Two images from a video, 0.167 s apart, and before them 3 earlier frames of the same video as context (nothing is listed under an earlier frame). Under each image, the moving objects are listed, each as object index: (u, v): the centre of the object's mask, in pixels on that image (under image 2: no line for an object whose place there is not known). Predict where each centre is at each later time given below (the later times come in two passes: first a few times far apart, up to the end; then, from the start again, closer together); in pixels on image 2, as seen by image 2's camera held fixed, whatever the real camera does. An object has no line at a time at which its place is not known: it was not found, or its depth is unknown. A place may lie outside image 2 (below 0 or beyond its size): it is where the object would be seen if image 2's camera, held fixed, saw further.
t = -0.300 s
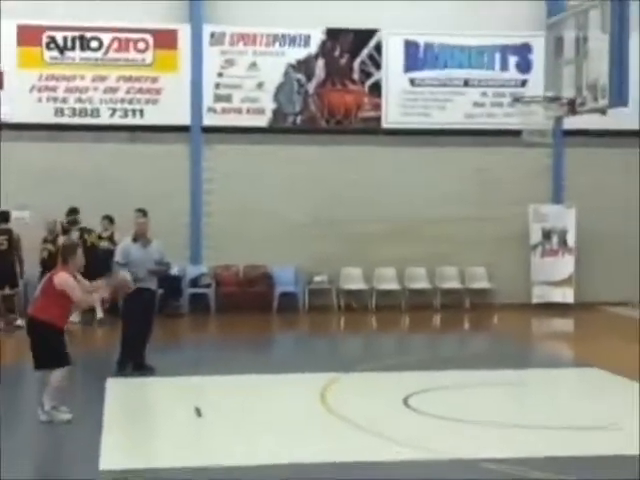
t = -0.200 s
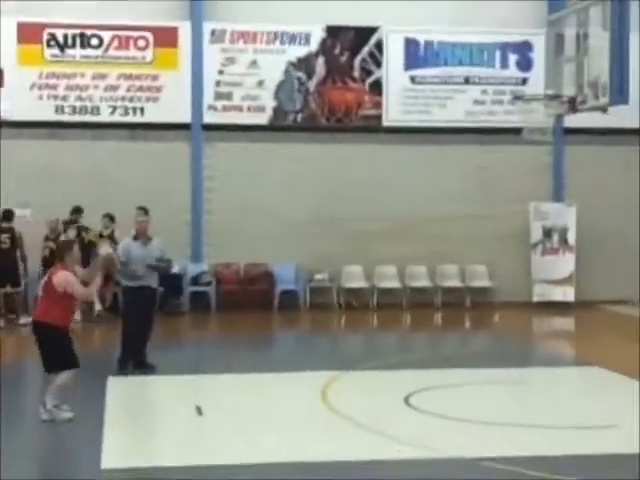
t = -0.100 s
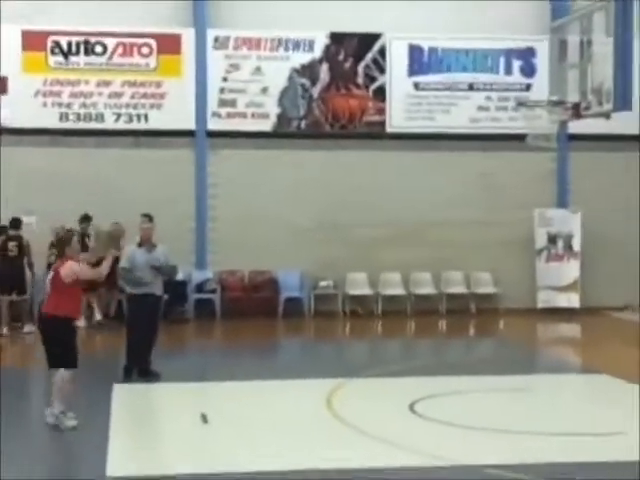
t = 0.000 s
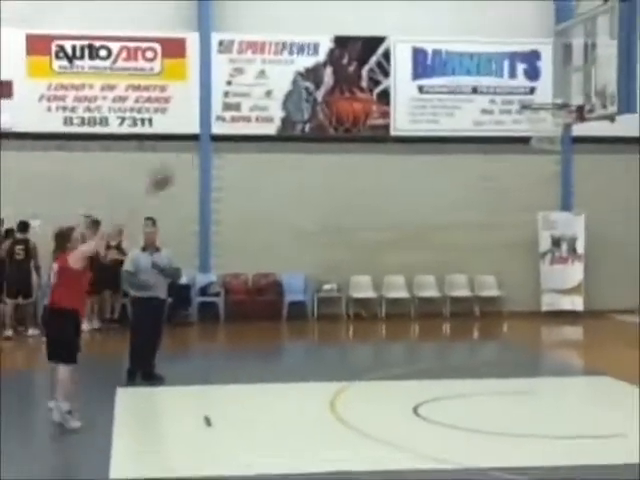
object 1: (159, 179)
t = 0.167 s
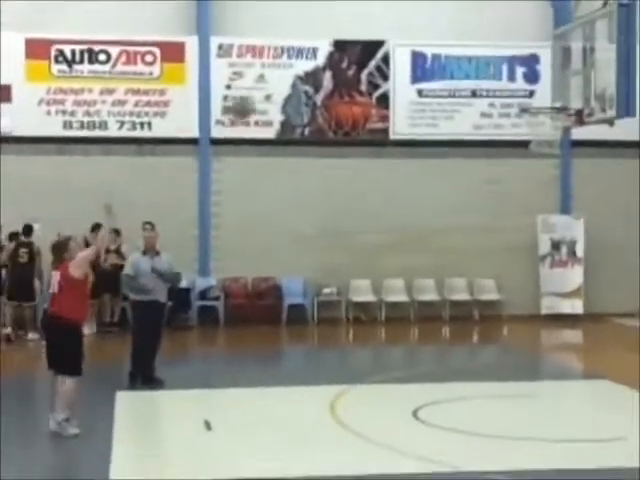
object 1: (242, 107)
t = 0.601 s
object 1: (443, 49)
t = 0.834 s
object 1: (545, 97)
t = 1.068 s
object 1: (546, 122)
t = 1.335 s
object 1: (555, 138)
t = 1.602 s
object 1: (530, 193)
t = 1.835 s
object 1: (515, 296)
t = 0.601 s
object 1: (443, 49)
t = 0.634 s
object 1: (457, 54)
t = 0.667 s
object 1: (472, 56)
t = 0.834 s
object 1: (545, 97)
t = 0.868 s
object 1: (555, 105)
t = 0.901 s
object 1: (544, 110)
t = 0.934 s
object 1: (535, 116)
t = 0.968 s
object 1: (538, 113)
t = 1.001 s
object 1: (541, 116)
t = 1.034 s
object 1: (544, 118)
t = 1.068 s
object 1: (546, 122)
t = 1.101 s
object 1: (552, 125)
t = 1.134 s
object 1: (554, 129)
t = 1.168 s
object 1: (557, 131)
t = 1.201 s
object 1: (555, 134)
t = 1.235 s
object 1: (556, 135)
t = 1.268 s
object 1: (557, 133)
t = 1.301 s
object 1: (557, 132)
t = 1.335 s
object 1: (555, 138)
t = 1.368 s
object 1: (549, 150)
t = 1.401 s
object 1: (547, 152)
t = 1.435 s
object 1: (543, 156)
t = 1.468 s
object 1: (540, 160)
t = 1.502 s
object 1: (537, 167)
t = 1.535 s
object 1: (535, 173)
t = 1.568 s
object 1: (532, 183)
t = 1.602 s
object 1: (530, 193)
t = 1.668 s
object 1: (525, 218)
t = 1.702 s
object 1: (523, 232)
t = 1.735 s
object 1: (520, 246)
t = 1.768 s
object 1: (518, 261)
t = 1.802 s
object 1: (516, 278)
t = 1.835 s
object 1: (515, 296)
